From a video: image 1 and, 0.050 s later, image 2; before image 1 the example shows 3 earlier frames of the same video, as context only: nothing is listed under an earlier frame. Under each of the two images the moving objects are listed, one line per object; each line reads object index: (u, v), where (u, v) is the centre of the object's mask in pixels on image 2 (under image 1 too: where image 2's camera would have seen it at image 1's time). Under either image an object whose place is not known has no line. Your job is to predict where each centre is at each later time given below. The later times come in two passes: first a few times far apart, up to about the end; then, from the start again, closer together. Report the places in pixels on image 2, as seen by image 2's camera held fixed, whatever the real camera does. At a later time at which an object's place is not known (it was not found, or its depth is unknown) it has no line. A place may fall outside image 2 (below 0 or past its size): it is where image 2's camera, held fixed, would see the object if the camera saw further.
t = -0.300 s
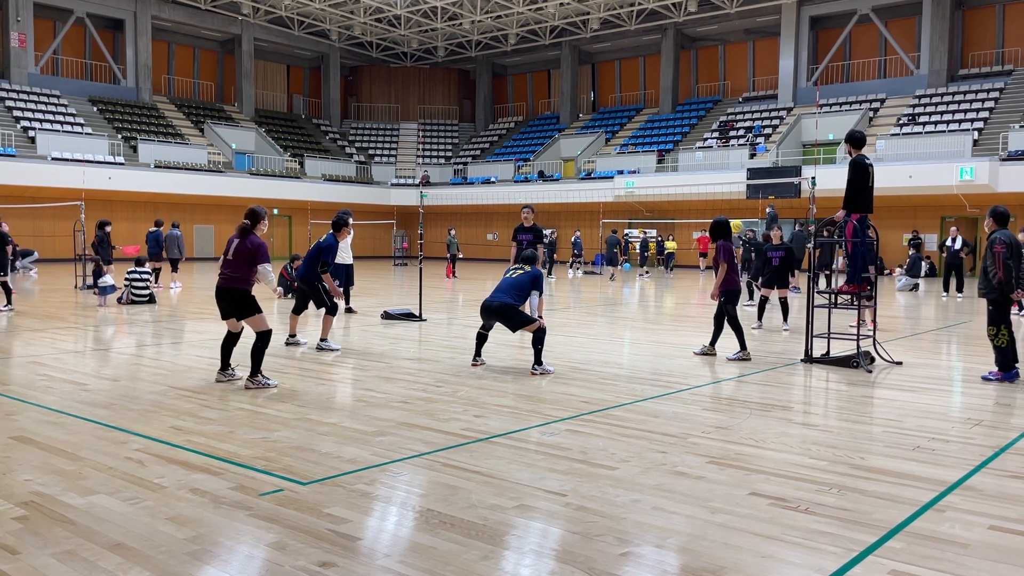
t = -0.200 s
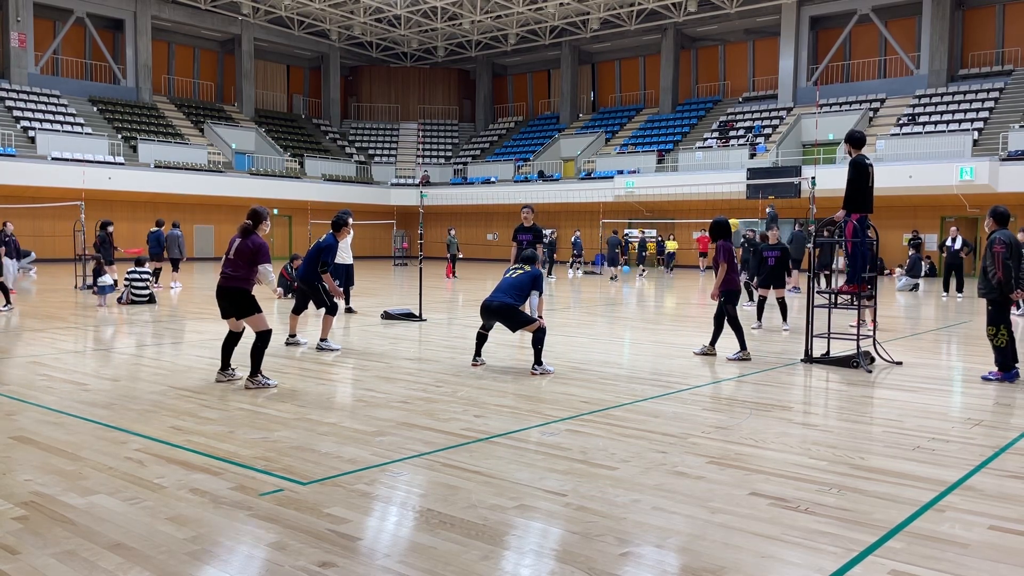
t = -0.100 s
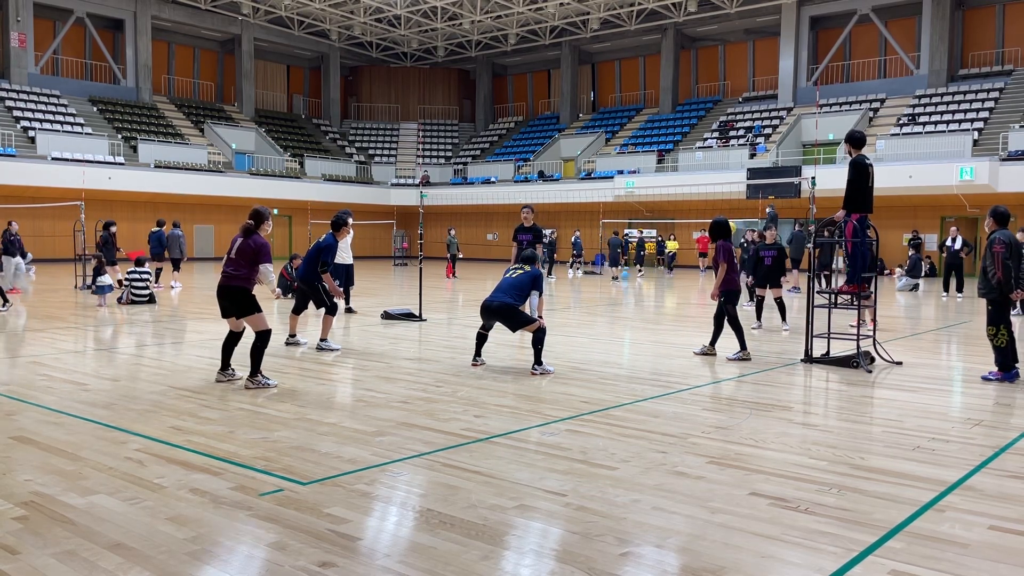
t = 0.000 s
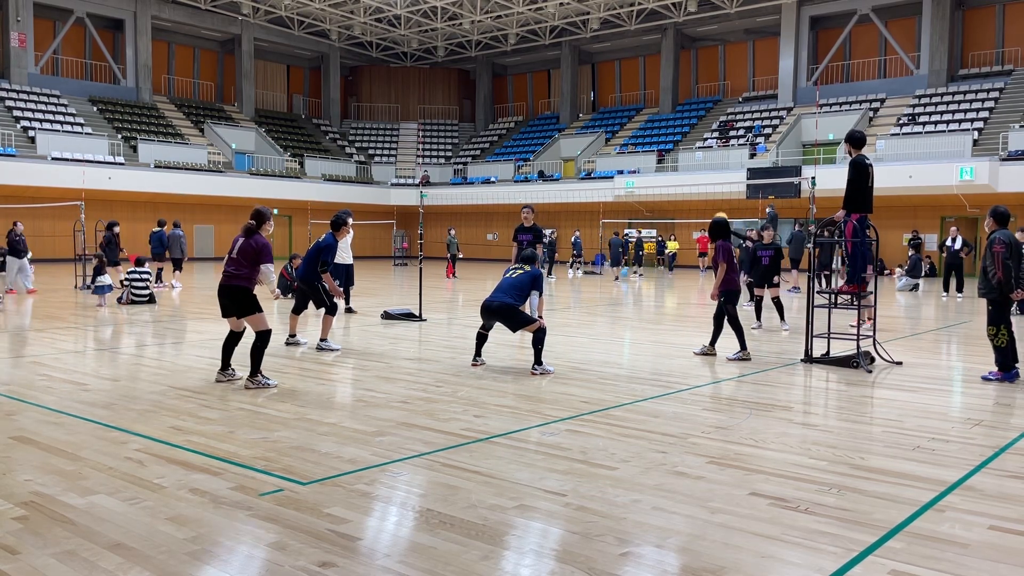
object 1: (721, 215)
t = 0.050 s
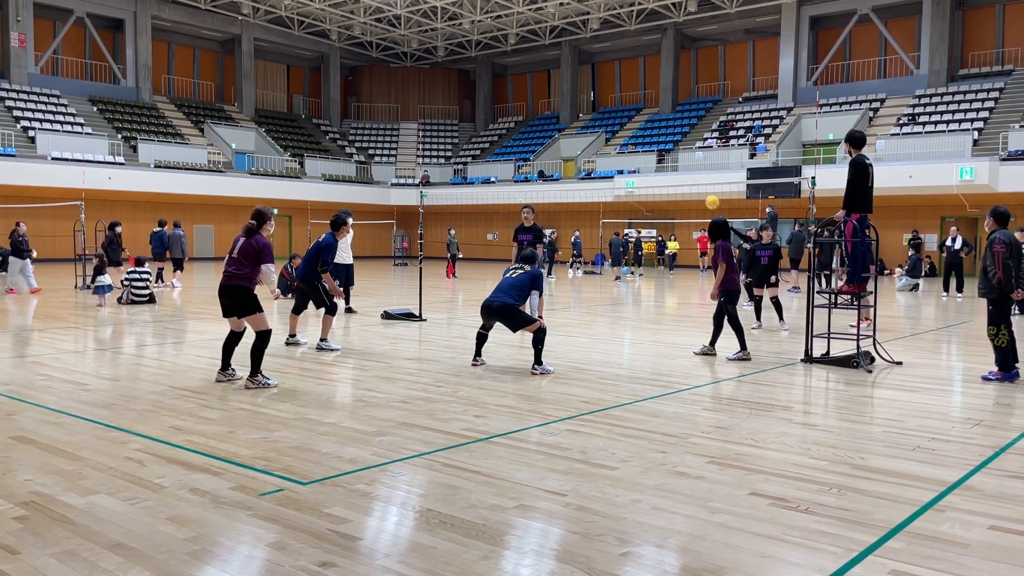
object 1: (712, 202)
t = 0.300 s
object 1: (655, 133)
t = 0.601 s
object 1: (556, 101)
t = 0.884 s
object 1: (430, 125)
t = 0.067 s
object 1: (709, 196)
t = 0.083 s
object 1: (706, 191)
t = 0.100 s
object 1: (703, 186)
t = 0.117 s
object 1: (699, 179)
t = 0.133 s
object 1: (696, 175)
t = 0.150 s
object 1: (692, 170)
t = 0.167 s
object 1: (688, 165)
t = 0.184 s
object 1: (685, 160)
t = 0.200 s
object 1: (680, 156)
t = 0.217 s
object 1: (677, 152)
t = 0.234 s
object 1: (673, 148)
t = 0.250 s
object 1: (669, 144)
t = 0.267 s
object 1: (665, 140)
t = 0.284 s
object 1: (660, 136)
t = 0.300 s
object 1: (655, 133)
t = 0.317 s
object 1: (651, 129)
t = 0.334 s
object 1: (646, 126)
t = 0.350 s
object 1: (641, 123)
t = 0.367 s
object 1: (636, 120)
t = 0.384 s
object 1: (631, 118)
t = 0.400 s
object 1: (626, 115)
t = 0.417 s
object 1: (621, 113)
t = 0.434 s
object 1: (615, 110)
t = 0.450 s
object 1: (610, 109)
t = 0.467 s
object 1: (604, 107)
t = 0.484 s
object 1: (598, 105)
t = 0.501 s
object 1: (593, 104)
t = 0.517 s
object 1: (587, 103)
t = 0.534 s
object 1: (581, 102)
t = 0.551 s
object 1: (575, 101)
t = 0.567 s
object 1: (569, 101)
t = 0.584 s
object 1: (562, 101)
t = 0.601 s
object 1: (556, 101)
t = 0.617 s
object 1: (549, 101)
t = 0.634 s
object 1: (543, 101)
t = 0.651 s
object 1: (536, 101)
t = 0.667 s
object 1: (529, 102)
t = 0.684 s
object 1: (522, 103)
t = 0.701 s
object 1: (515, 104)
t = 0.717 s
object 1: (508, 105)
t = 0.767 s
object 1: (485, 109)
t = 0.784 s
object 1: (478, 111)
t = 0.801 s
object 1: (470, 113)
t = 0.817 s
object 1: (462, 115)
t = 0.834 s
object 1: (454, 118)
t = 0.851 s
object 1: (446, 120)
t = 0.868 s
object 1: (438, 122)
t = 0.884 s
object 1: (430, 125)
